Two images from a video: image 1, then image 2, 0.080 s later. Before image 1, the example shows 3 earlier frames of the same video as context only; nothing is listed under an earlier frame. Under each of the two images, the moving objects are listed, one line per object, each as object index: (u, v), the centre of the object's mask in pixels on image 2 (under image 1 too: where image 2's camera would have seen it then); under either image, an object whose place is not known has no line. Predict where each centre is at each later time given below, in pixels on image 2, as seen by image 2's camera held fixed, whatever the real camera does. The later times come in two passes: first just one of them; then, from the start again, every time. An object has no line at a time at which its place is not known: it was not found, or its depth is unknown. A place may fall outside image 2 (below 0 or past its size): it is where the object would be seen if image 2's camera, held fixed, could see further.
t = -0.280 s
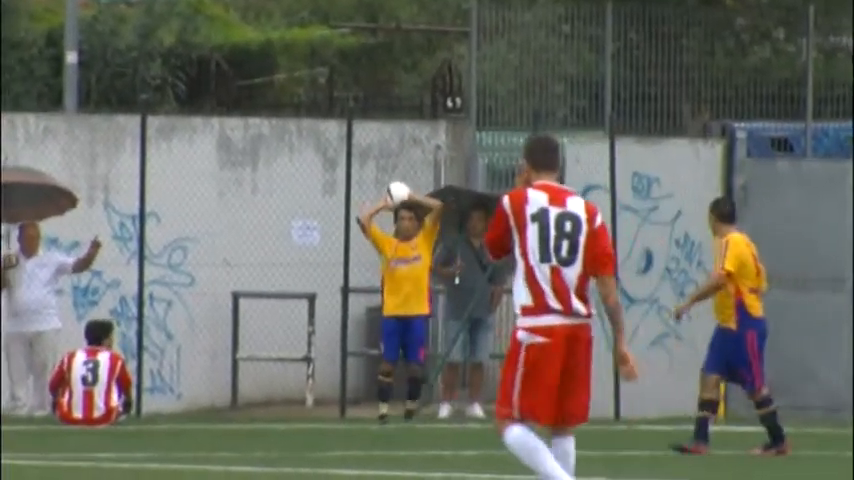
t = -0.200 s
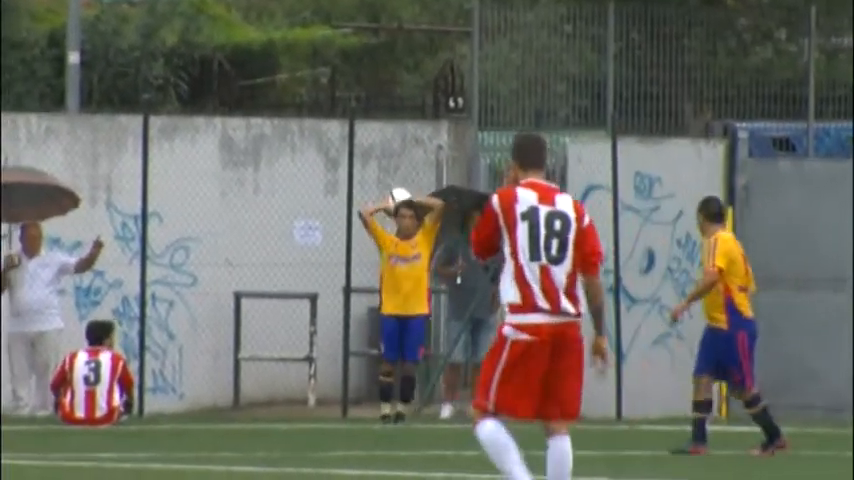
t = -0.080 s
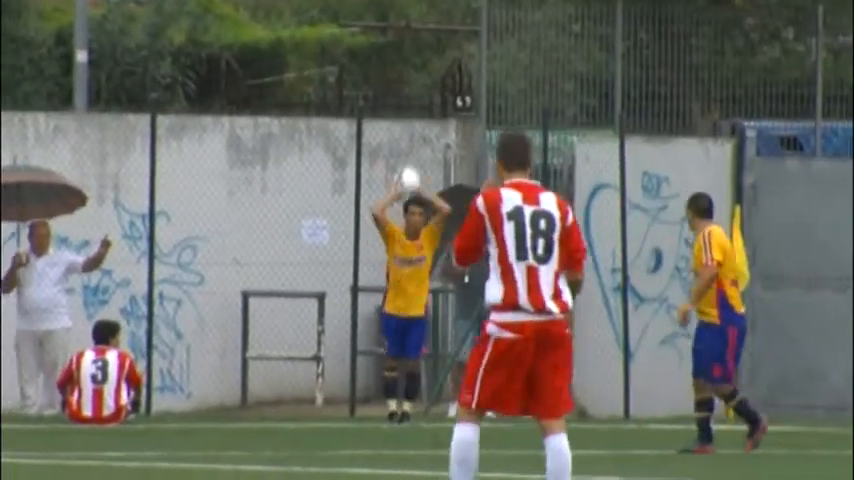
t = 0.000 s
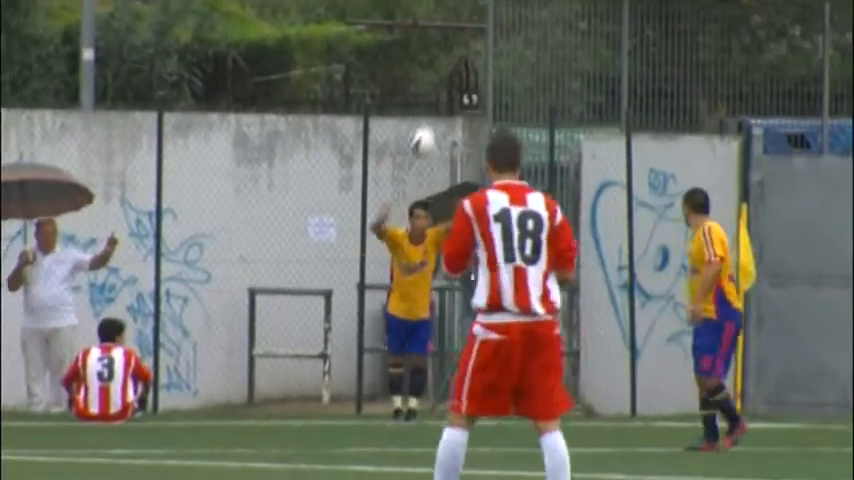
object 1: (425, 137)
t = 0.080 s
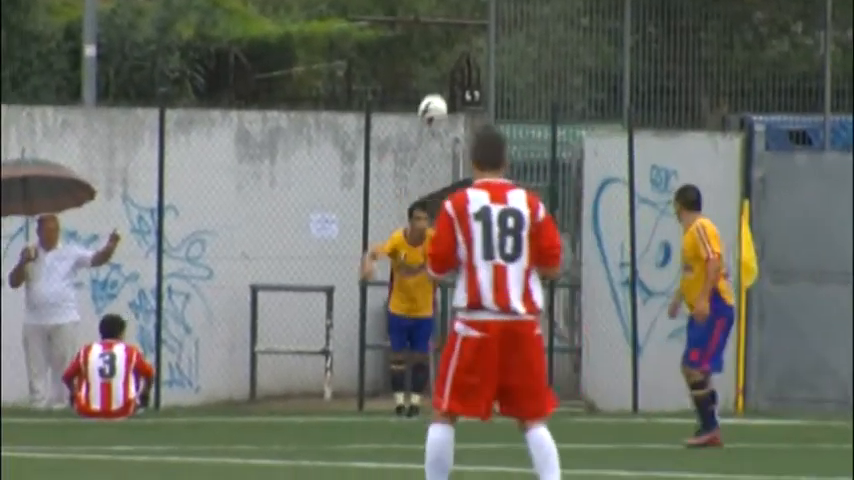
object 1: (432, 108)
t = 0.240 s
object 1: (449, 78)
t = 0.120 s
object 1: (437, 97)
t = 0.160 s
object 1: (441, 90)
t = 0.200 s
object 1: (445, 82)
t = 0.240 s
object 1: (449, 78)
